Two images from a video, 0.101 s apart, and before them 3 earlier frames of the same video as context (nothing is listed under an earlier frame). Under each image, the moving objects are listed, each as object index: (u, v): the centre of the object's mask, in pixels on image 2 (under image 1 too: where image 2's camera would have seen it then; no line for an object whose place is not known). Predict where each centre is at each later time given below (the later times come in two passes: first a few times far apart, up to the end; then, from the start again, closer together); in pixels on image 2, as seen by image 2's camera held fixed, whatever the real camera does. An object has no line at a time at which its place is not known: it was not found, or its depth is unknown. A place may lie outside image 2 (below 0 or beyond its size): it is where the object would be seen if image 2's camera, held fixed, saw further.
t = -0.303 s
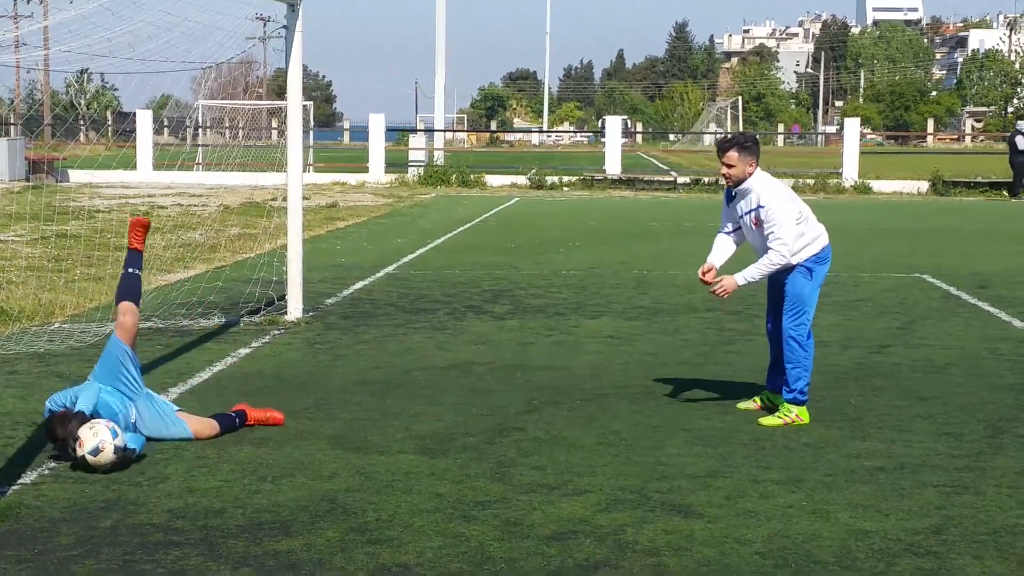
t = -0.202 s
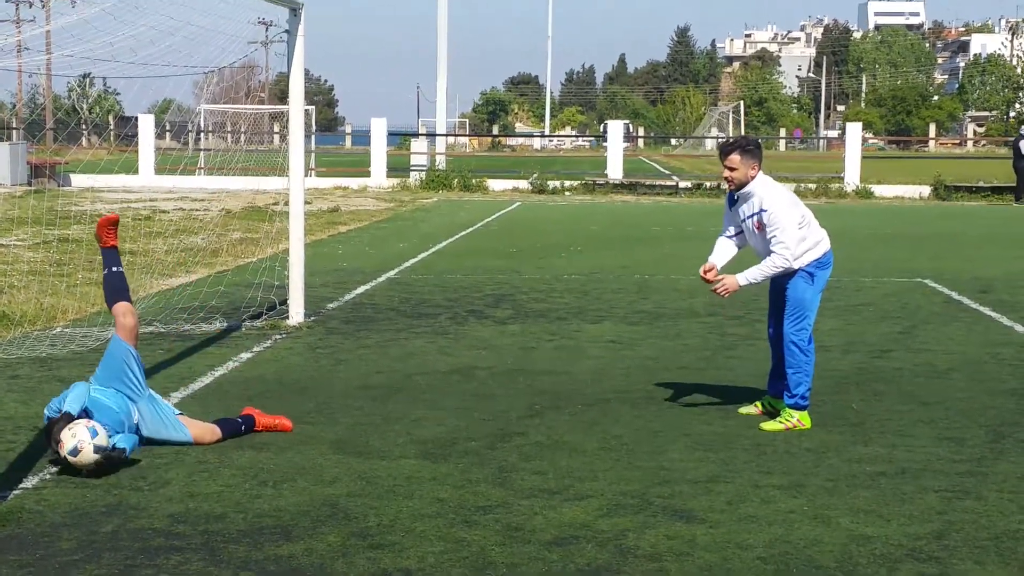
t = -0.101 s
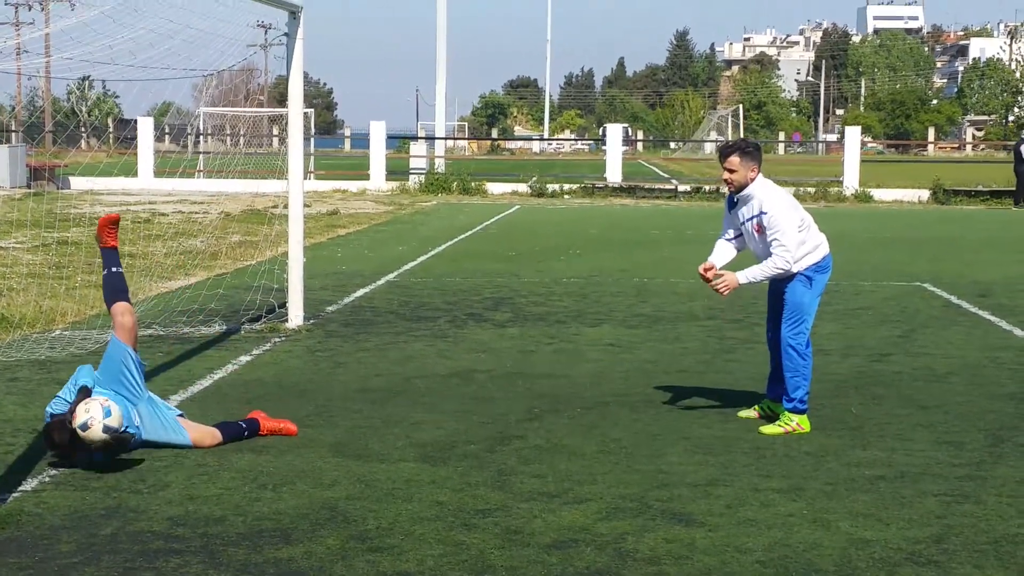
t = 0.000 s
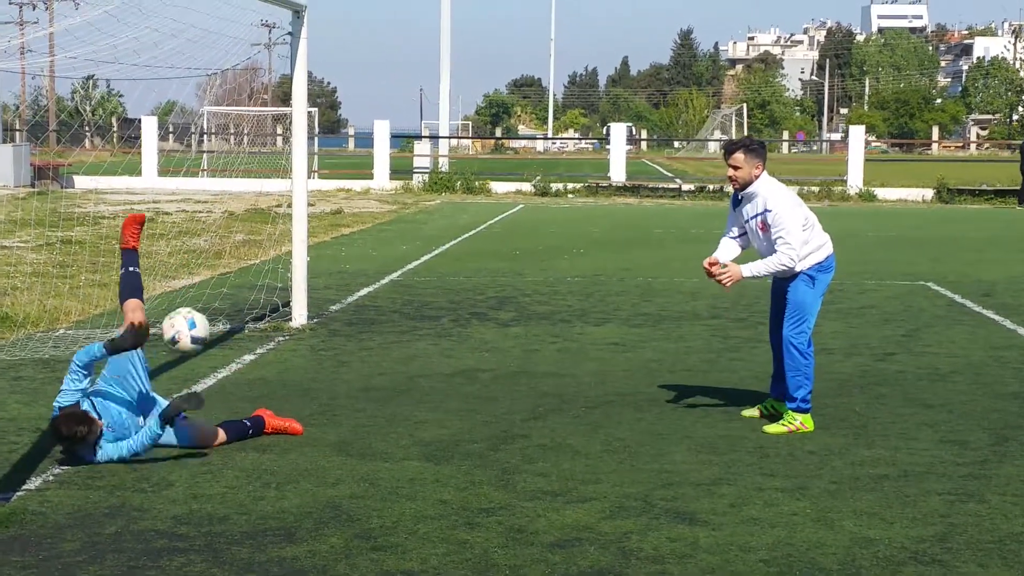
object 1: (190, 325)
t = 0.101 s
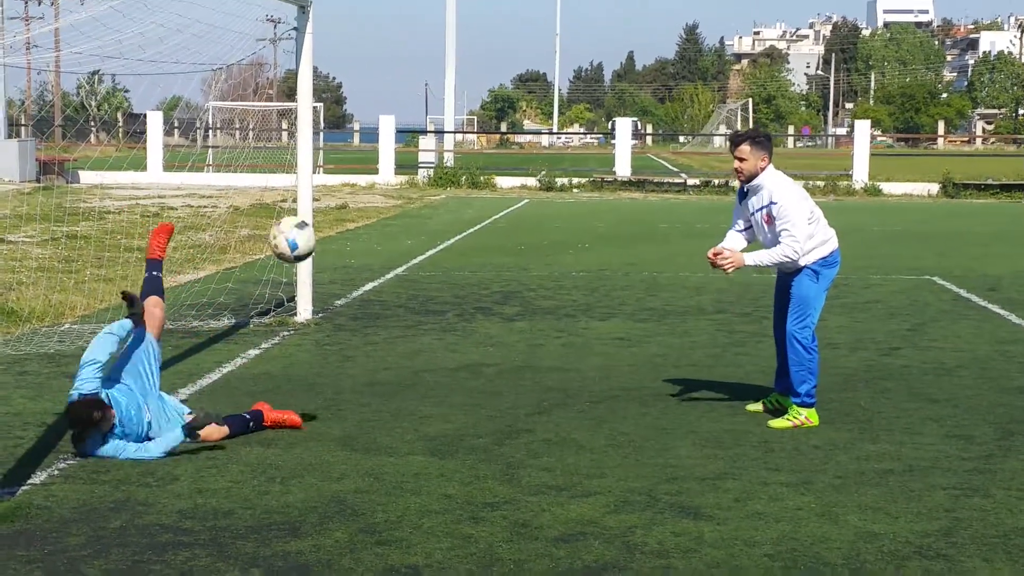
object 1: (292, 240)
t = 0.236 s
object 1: (421, 161)
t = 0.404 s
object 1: (569, 120)
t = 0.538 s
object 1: (676, 127)
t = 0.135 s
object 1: (326, 216)
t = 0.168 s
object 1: (358, 196)
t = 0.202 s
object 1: (390, 178)
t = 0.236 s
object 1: (421, 161)
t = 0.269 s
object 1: (451, 148)
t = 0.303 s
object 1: (482, 139)
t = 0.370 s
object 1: (540, 124)
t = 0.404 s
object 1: (569, 120)
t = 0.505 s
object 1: (650, 122)
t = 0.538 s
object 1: (676, 127)
